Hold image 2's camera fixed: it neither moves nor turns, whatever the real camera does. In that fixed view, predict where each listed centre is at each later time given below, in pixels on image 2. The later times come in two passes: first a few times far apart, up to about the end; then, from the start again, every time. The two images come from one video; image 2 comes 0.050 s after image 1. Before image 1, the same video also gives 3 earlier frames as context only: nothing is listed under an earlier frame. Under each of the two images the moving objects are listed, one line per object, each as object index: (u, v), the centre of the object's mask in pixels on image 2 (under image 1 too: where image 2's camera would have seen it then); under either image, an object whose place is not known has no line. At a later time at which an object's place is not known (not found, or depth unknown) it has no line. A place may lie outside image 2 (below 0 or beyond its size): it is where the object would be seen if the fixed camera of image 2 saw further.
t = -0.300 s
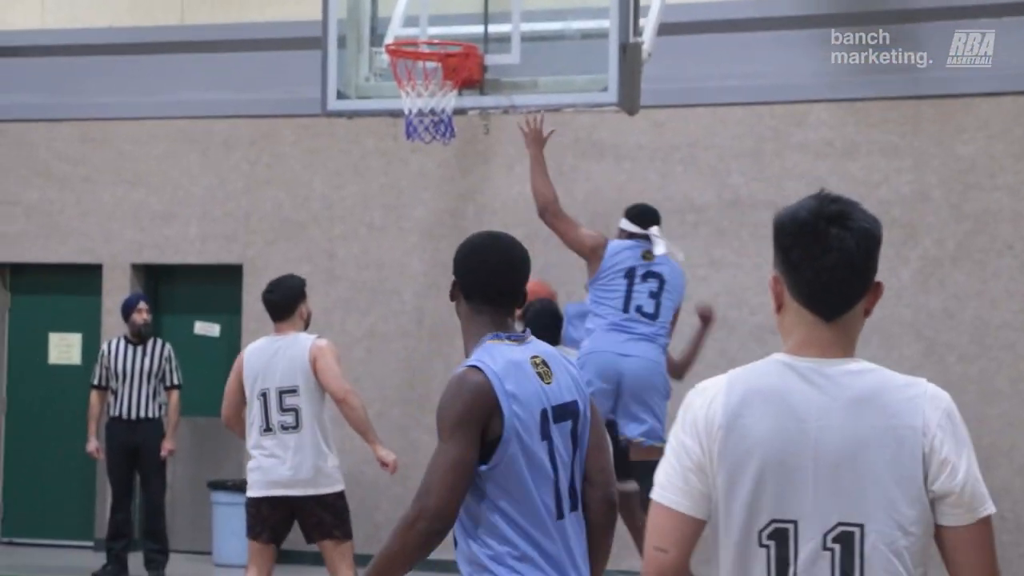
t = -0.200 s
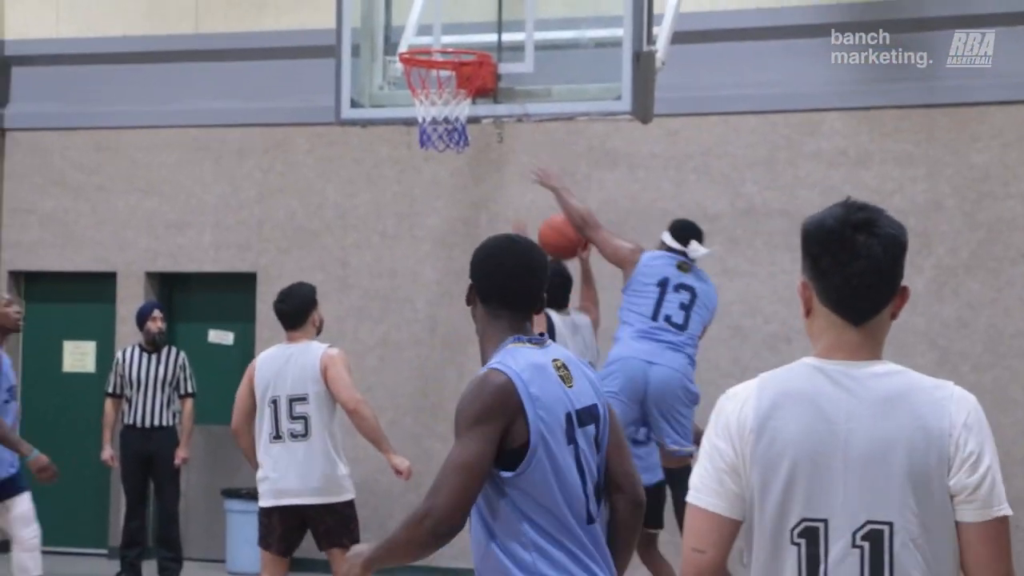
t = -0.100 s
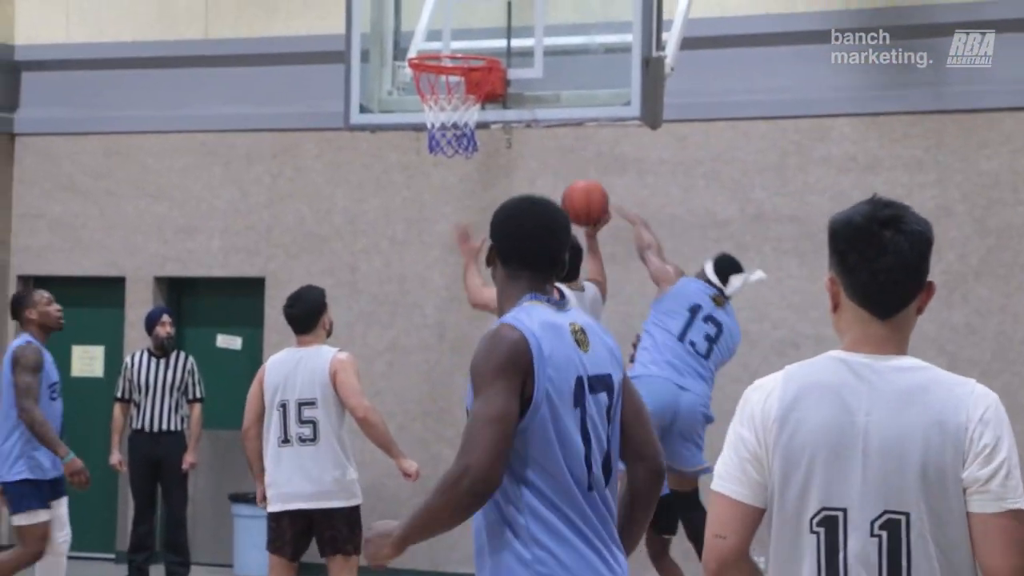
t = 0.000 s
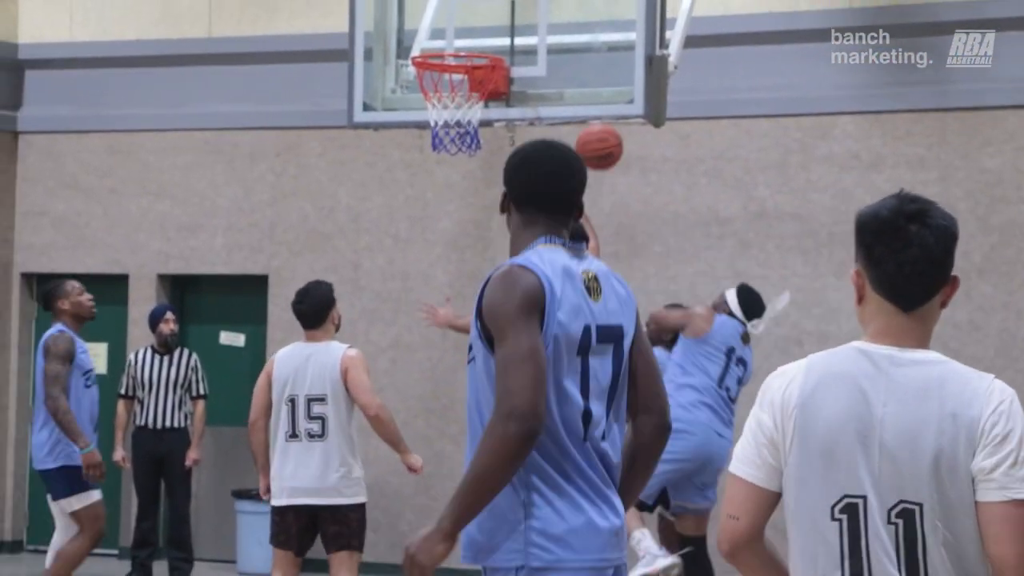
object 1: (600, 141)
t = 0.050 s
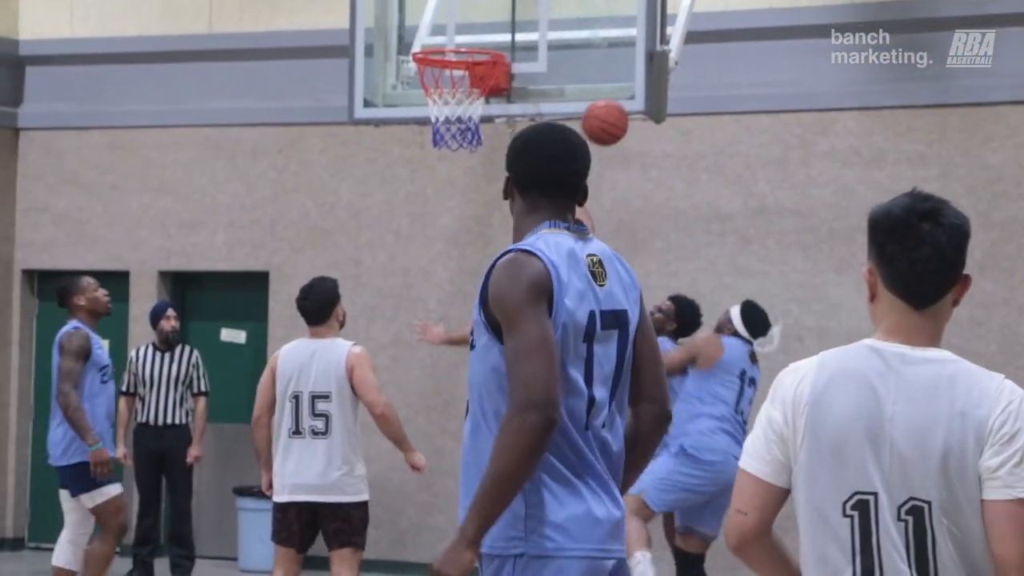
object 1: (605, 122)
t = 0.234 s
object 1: (603, 96)
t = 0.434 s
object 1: (581, 150)
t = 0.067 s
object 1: (607, 116)
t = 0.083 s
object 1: (608, 111)
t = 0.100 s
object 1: (609, 106)
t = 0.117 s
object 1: (611, 102)
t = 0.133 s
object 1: (612, 99)
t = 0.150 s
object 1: (611, 97)
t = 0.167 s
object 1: (610, 96)
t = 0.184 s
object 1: (608, 96)
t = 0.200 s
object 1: (607, 95)
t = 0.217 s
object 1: (605, 96)
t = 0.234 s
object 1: (603, 96)
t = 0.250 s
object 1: (602, 98)
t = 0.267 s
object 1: (600, 100)
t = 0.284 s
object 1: (598, 103)
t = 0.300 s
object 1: (596, 106)
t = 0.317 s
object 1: (594, 109)
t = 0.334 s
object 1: (593, 113)
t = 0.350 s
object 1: (591, 118)
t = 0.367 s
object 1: (589, 124)
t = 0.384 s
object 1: (587, 129)
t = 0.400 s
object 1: (585, 136)
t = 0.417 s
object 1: (583, 142)
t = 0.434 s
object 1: (581, 150)
